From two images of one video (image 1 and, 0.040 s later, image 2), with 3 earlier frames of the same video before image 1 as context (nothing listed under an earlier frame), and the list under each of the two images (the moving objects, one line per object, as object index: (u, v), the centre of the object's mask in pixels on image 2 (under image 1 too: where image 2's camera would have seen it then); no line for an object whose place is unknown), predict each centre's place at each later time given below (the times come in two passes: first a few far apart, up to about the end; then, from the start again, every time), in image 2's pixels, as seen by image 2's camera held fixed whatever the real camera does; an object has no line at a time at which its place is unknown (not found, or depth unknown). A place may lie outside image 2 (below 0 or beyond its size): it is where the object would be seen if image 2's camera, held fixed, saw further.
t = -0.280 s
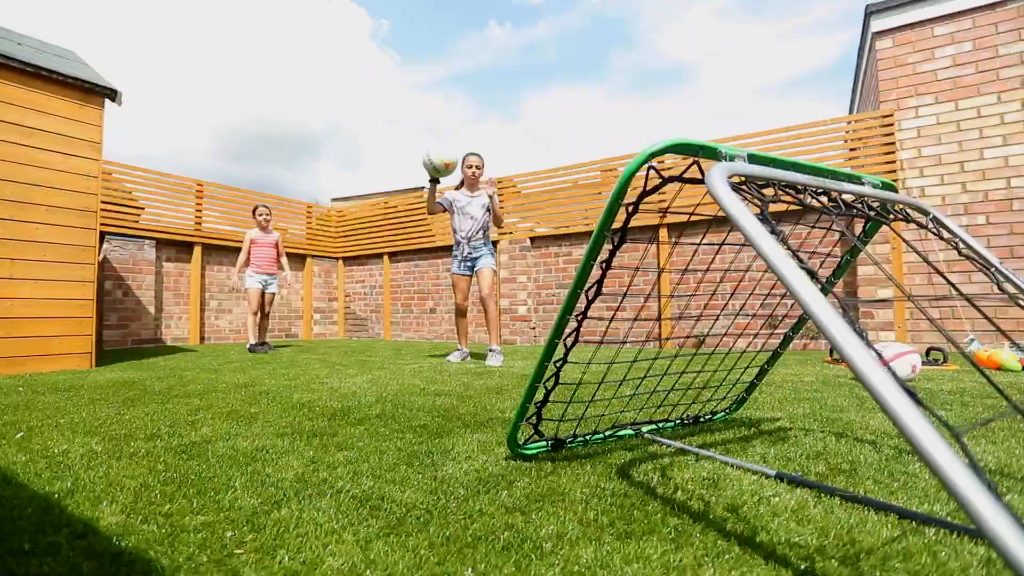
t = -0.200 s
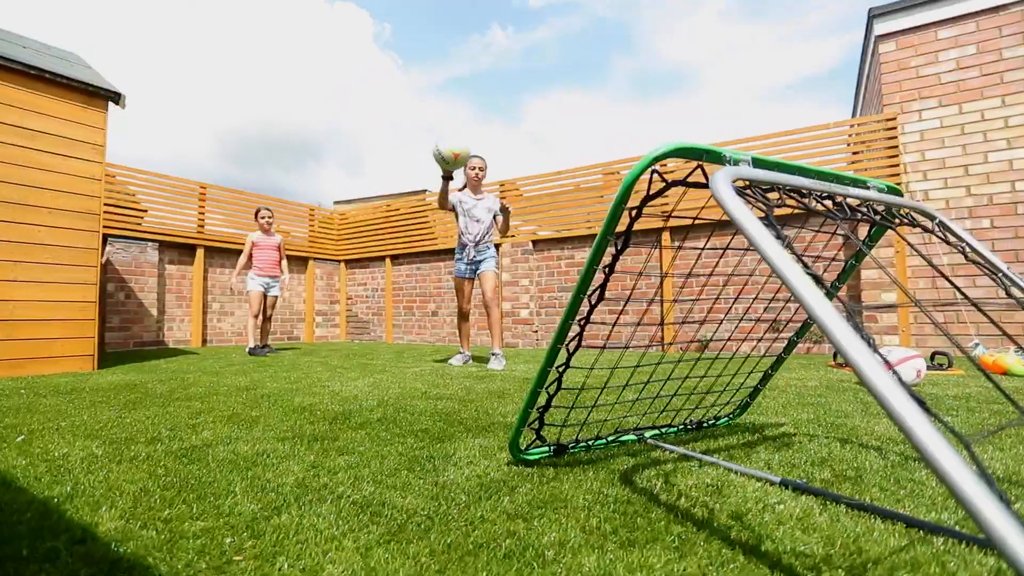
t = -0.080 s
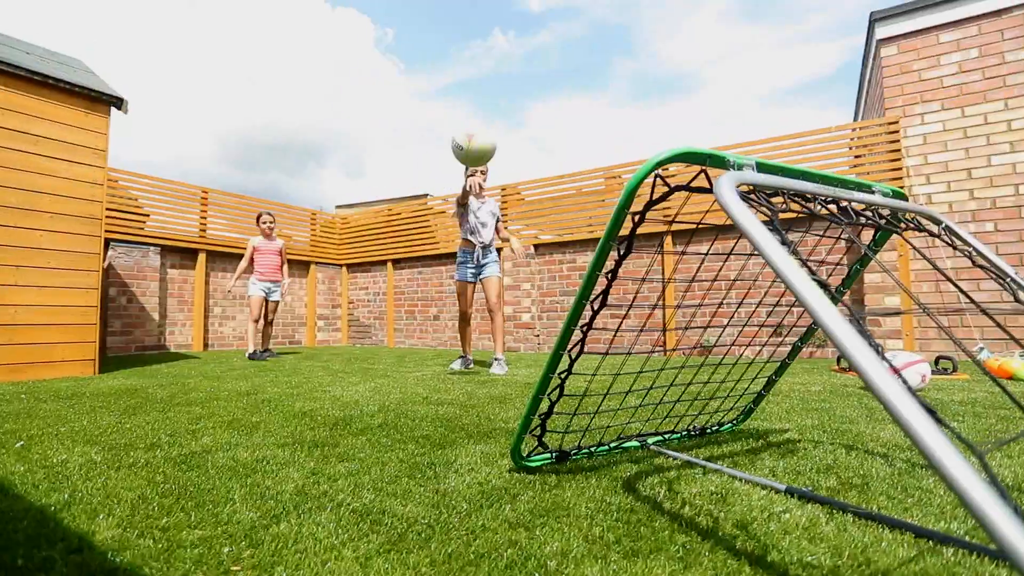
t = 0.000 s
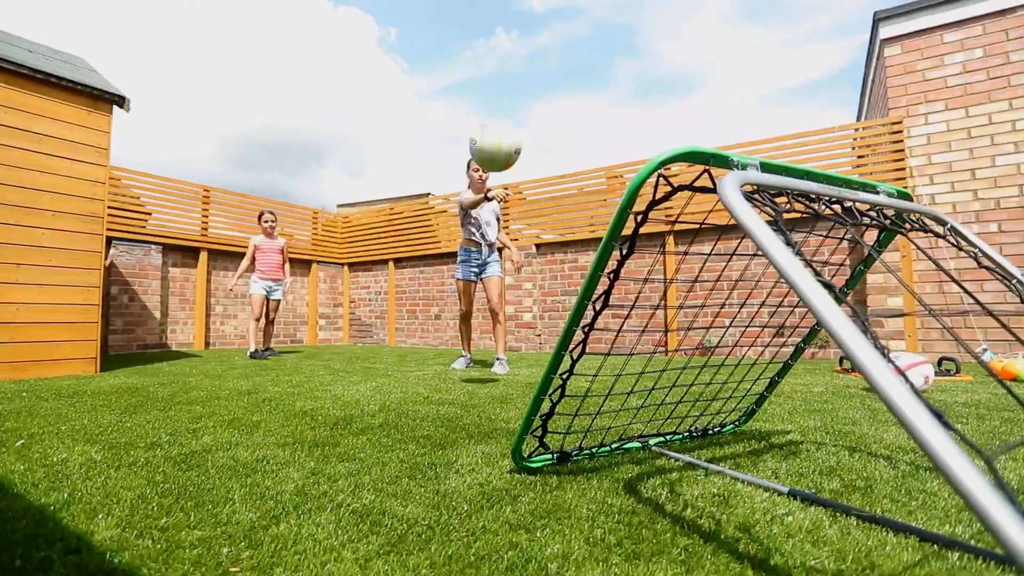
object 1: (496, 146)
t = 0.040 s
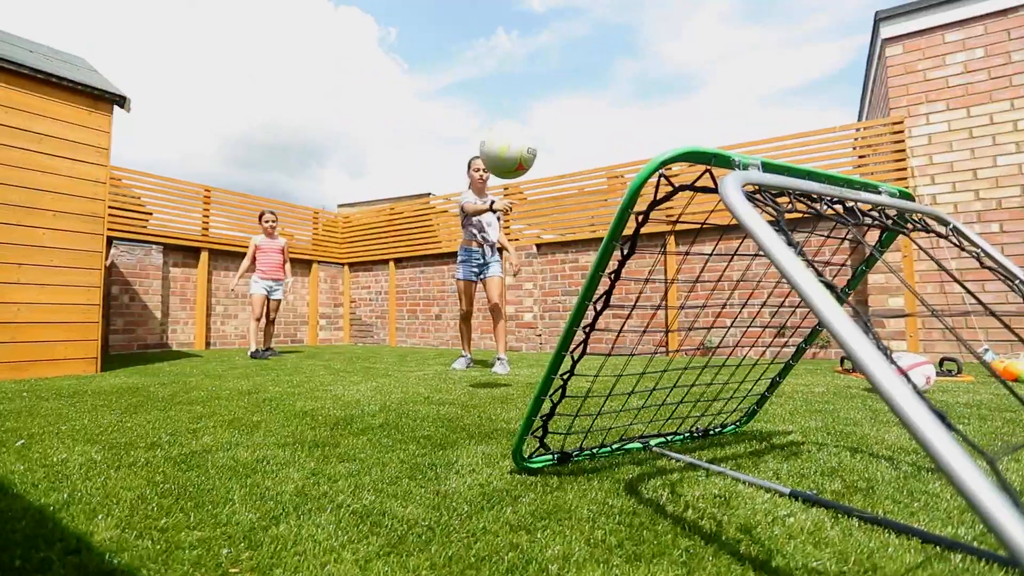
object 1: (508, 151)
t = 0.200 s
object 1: (583, 213)
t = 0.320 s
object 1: (655, 294)
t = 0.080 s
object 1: (522, 162)
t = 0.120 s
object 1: (538, 173)
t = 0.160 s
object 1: (562, 192)
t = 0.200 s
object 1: (583, 213)
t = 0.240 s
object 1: (631, 256)
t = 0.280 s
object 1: (673, 315)
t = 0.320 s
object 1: (655, 294)
